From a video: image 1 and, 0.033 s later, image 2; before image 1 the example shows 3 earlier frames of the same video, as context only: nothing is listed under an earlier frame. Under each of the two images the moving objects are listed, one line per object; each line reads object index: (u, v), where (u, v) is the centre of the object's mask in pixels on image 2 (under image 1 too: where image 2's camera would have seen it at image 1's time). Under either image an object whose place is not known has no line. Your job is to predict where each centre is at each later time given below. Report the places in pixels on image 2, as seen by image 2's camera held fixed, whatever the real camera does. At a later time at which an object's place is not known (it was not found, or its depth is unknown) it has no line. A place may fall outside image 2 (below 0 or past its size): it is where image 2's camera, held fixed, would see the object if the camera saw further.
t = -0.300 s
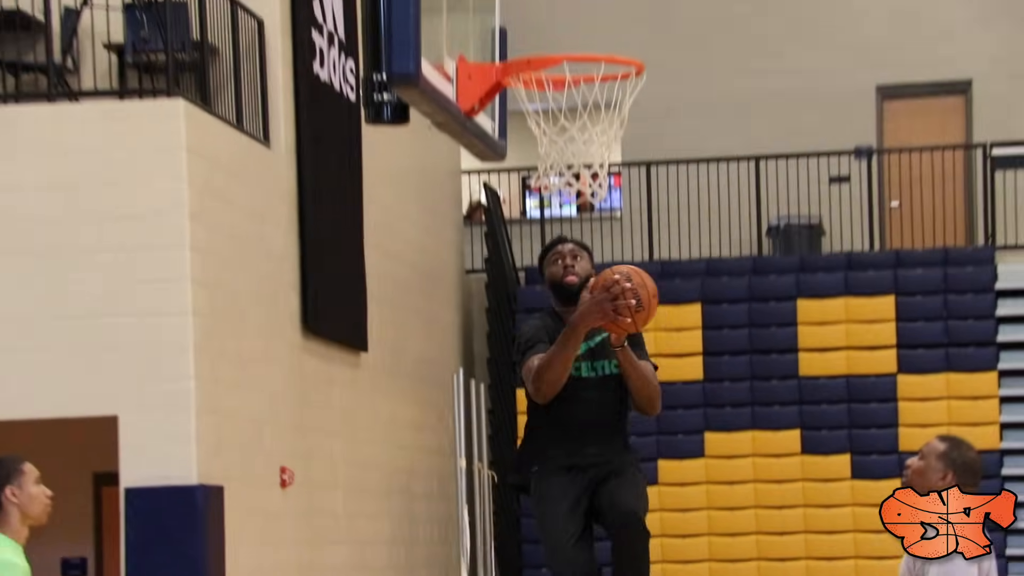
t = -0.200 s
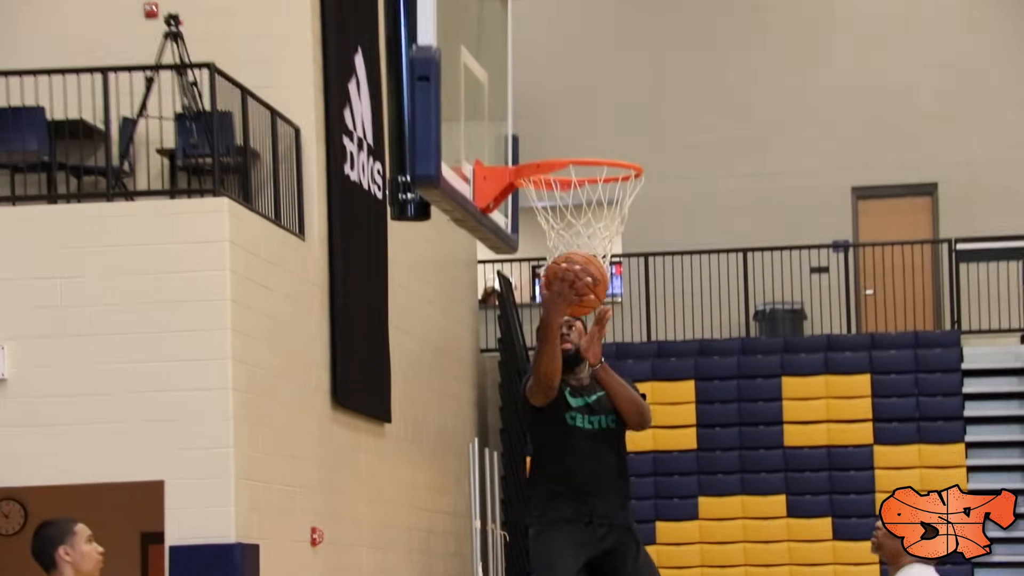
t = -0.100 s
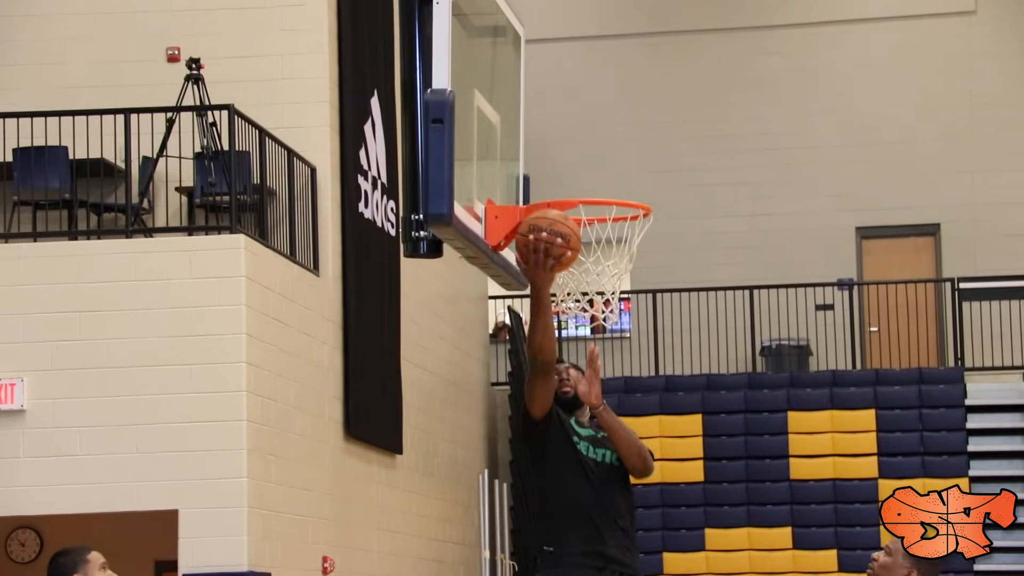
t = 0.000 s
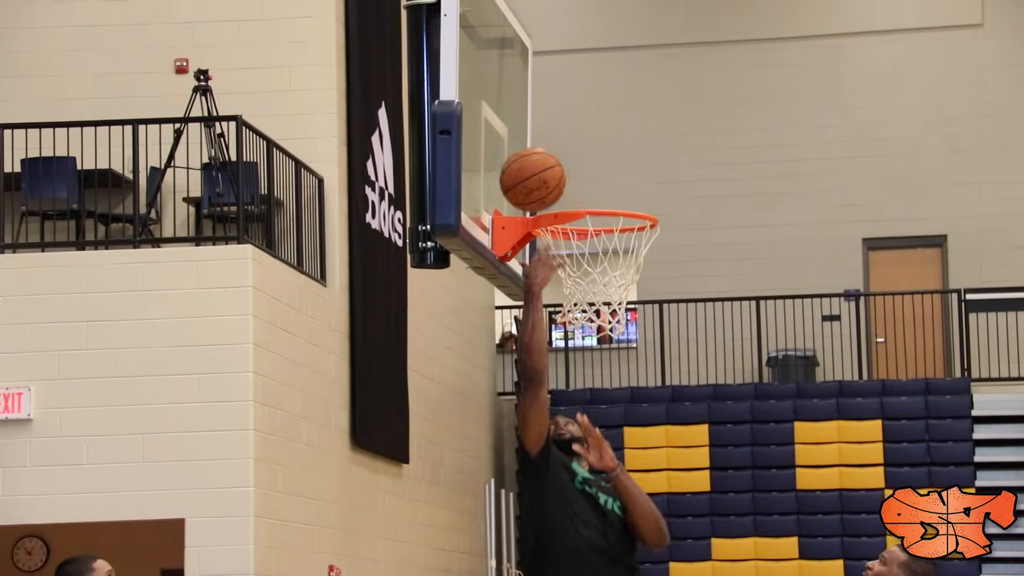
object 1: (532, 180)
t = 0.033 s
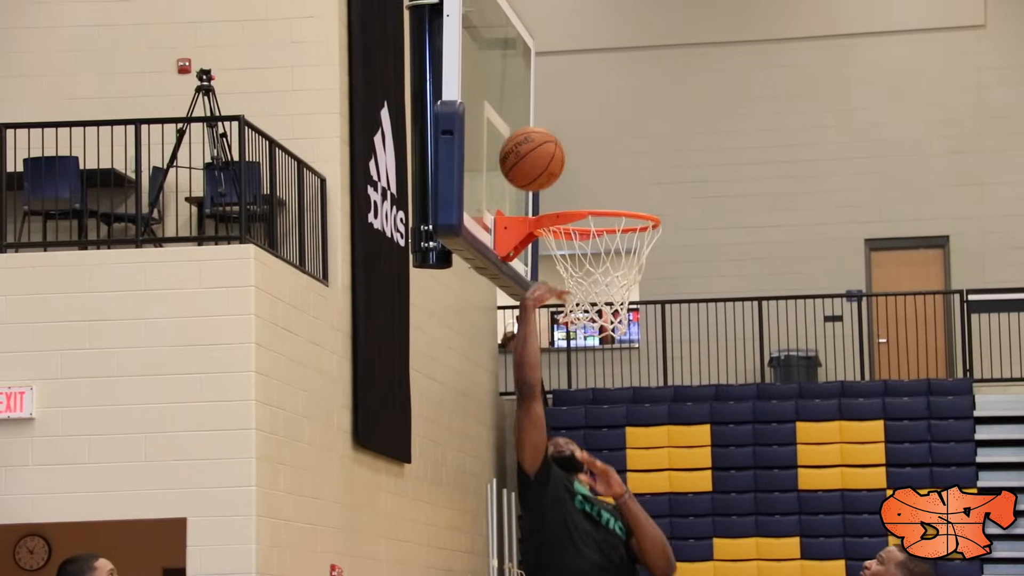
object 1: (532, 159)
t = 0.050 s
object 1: (532, 150)
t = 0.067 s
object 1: (530, 141)
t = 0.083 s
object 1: (529, 133)
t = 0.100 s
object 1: (528, 127)
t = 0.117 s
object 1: (526, 121)
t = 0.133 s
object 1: (524, 115)
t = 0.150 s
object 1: (522, 110)
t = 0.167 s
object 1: (520, 106)
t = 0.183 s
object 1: (518, 103)
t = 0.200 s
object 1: (516, 100)
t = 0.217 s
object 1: (515, 97)
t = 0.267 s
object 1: (519, 93)
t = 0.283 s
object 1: (523, 92)
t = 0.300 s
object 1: (526, 93)
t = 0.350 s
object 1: (534, 98)
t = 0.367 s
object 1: (538, 101)
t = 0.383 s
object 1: (542, 105)
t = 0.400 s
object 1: (545, 110)
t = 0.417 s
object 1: (549, 115)
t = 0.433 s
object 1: (552, 122)
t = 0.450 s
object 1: (557, 127)
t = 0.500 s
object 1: (562, 153)
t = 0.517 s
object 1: (567, 162)
